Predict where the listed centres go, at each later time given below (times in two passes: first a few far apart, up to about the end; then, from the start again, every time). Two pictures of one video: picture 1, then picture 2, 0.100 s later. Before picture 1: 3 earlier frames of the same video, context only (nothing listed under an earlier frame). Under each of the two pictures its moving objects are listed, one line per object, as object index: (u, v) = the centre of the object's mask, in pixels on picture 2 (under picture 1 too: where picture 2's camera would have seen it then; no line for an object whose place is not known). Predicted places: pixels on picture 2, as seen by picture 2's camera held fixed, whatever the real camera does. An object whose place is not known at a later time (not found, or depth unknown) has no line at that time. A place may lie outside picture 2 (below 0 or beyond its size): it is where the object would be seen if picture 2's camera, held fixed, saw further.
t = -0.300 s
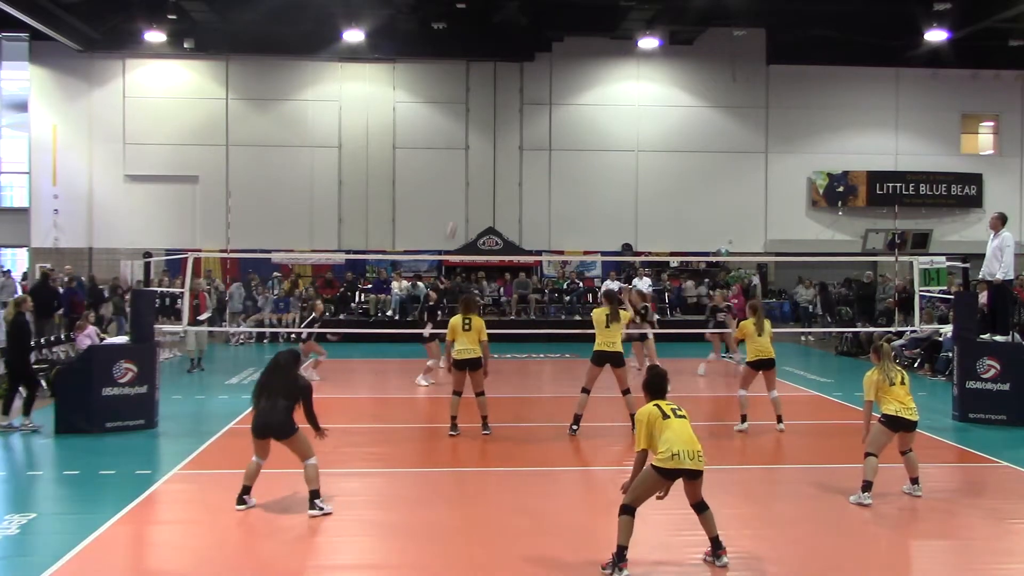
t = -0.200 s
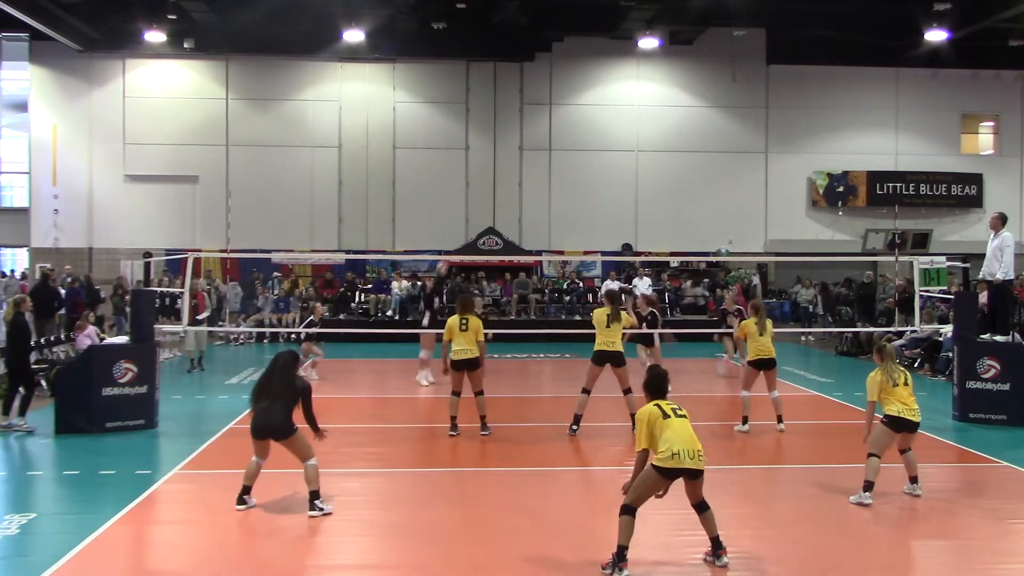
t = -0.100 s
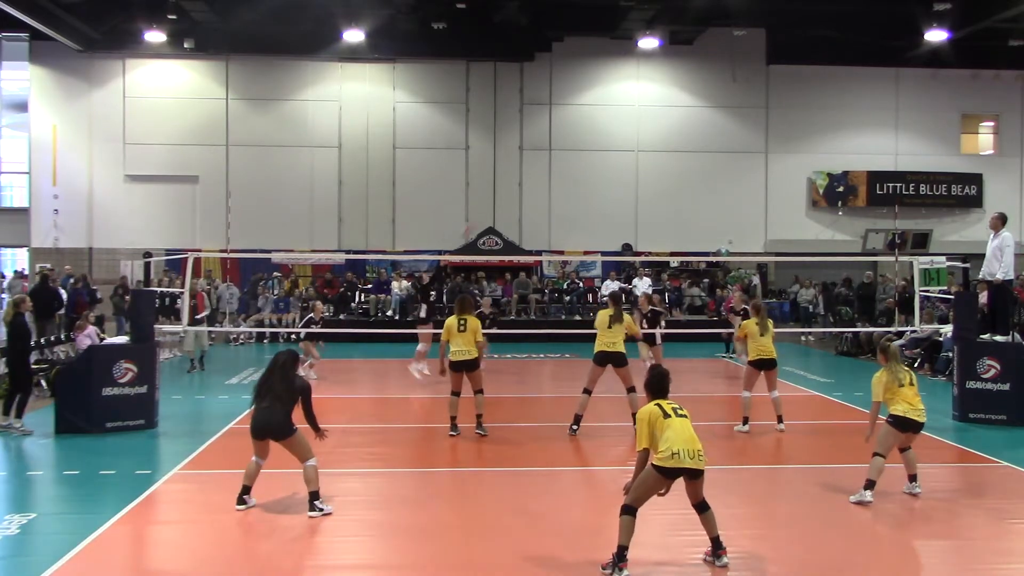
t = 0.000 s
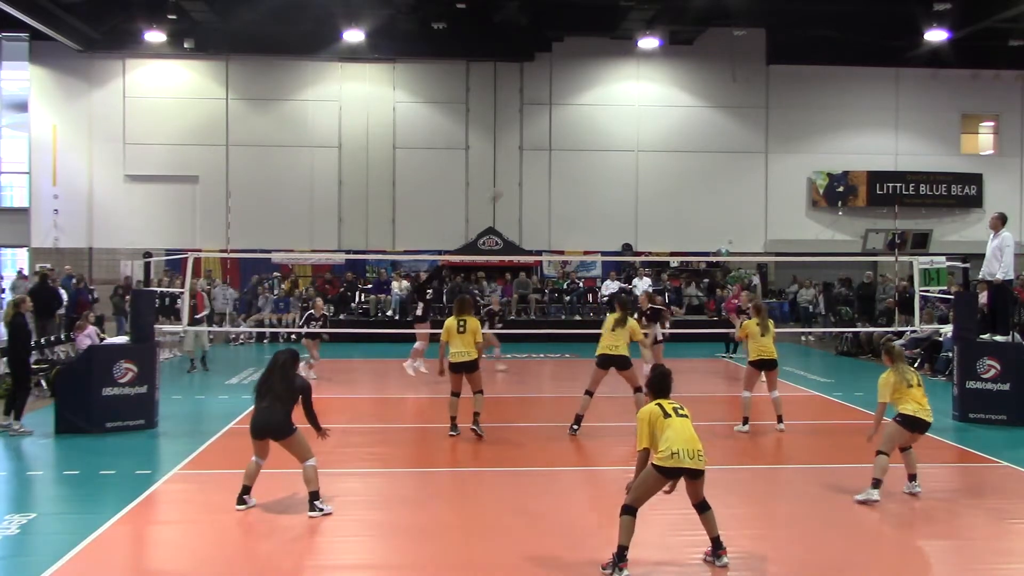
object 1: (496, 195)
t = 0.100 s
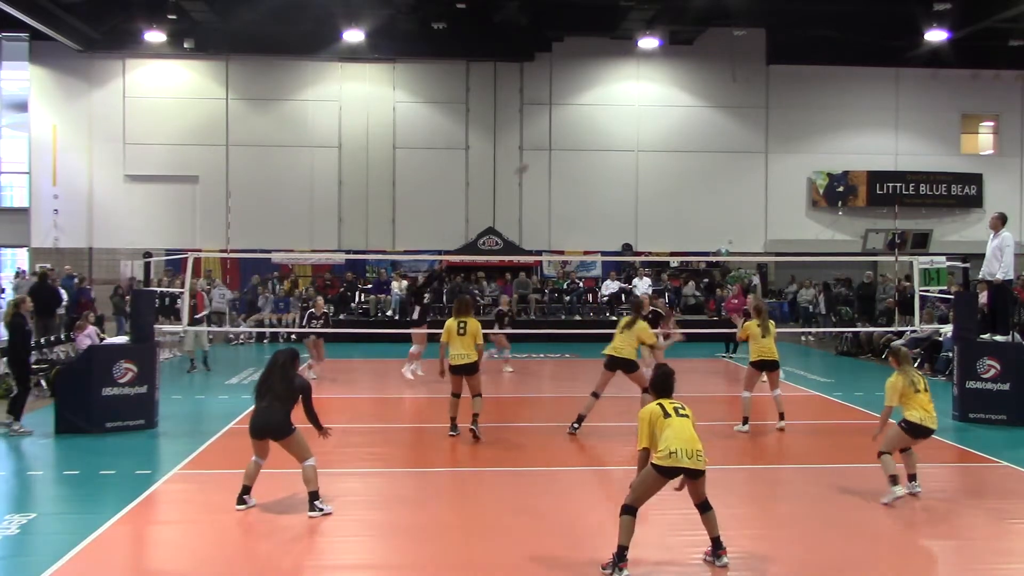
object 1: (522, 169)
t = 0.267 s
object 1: (565, 133)
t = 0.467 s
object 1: (617, 114)
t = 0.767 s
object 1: (694, 130)
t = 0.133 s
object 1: (531, 160)
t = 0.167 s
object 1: (538, 152)
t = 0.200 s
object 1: (548, 144)
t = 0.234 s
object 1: (556, 139)
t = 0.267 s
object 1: (565, 133)
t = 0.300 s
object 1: (573, 130)
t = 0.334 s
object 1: (582, 125)
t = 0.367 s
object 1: (591, 121)
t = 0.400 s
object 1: (599, 118)
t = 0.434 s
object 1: (608, 116)
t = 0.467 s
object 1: (617, 114)
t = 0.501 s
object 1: (625, 113)
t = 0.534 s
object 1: (634, 112)
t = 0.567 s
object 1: (643, 113)
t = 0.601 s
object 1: (651, 114)
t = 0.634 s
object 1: (660, 116)
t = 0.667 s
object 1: (668, 119)
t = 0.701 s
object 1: (676, 121)
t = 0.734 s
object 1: (685, 125)
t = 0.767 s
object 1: (694, 130)
